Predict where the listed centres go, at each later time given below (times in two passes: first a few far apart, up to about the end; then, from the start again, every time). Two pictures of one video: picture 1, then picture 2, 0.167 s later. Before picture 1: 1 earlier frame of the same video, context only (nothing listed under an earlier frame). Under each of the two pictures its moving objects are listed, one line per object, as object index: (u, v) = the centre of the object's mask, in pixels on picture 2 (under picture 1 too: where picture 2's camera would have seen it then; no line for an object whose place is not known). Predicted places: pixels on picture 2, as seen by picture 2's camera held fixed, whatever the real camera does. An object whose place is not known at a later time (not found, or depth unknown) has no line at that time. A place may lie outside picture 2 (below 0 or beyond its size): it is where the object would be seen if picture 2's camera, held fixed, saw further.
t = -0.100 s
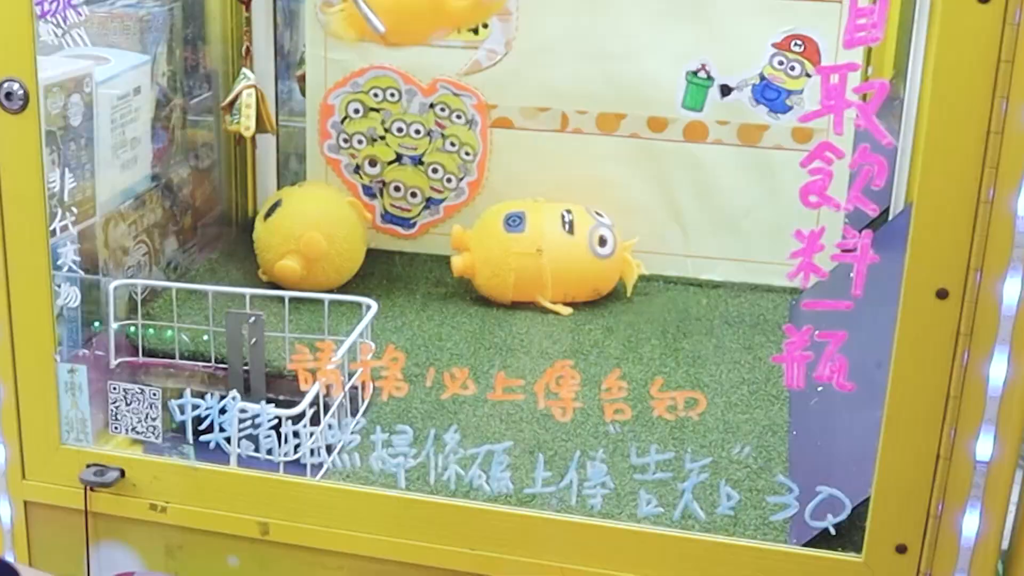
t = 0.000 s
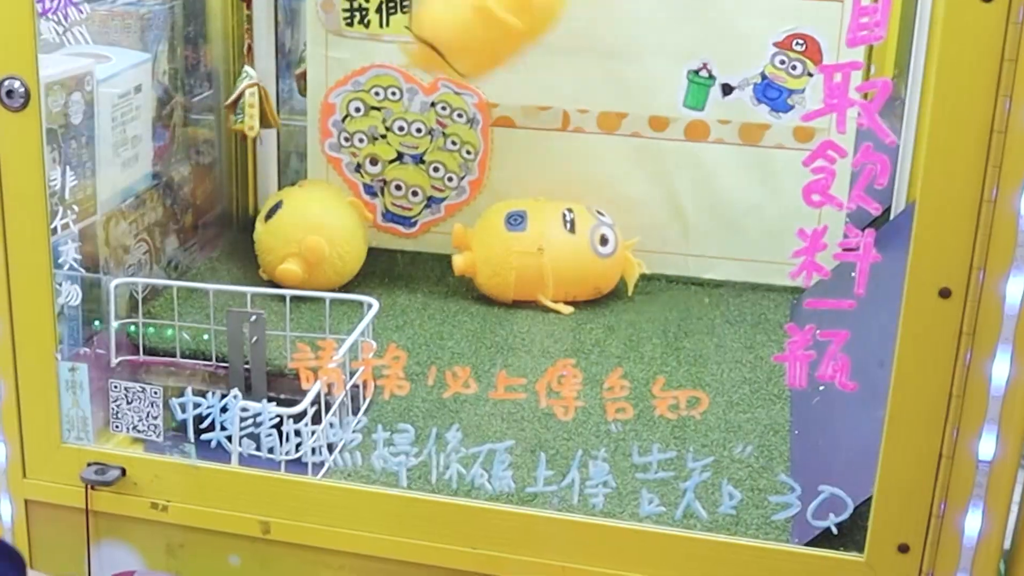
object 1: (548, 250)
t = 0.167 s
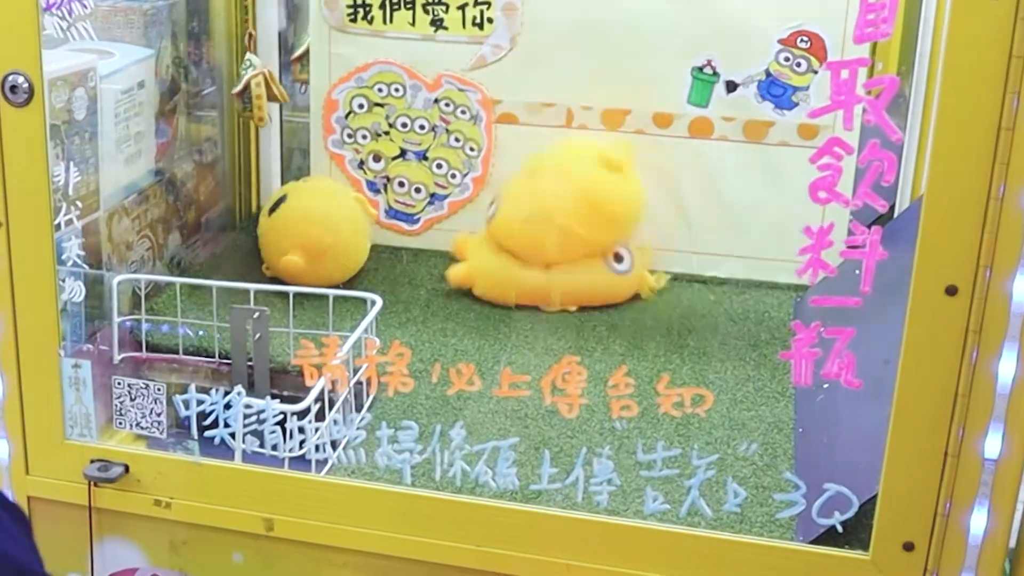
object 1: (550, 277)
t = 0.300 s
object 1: (530, 237)
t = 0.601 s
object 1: (545, 246)
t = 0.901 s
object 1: (553, 254)
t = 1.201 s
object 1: (546, 248)
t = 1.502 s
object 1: (522, 247)
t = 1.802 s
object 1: (517, 231)
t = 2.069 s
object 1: (533, 243)
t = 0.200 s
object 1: (540, 269)
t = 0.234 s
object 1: (533, 250)
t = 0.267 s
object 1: (531, 239)
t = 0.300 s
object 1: (530, 237)
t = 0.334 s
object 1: (525, 240)
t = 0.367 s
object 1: (520, 243)
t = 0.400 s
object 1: (521, 242)
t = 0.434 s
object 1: (527, 239)
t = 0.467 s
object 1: (534, 239)
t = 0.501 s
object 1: (538, 241)
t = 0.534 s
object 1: (542, 243)
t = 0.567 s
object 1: (544, 244)
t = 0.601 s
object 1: (545, 246)
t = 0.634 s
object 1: (547, 248)
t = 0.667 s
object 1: (549, 249)
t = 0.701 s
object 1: (550, 250)
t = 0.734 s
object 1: (551, 251)
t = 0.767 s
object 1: (551, 252)
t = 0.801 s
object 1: (552, 253)
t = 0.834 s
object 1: (553, 253)
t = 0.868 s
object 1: (553, 254)
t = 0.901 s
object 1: (553, 254)
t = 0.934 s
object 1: (554, 254)
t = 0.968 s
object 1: (553, 253)
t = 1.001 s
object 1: (553, 253)
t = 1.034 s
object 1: (553, 252)
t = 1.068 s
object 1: (552, 251)
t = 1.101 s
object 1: (551, 251)
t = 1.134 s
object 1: (549, 249)
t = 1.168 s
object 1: (548, 249)
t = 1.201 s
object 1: (546, 248)
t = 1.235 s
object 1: (544, 247)
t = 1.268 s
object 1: (540, 247)
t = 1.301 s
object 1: (534, 247)
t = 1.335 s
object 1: (528, 249)
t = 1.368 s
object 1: (525, 251)
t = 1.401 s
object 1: (525, 250)
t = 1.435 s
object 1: (522, 248)
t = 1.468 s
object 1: (521, 248)
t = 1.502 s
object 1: (522, 247)
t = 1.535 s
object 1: (521, 245)
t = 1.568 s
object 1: (518, 243)
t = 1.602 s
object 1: (514, 243)
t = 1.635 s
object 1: (511, 240)
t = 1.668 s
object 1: (516, 234)
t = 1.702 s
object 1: (526, 233)
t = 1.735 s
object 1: (525, 232)
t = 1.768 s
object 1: (520, 231)
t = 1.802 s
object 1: (517, 231)
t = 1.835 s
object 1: (518, 232)
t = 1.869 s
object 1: (524, 233)
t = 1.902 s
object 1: (527, 234)
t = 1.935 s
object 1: (528, 236)
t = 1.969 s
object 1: (528, 237)
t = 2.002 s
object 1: (530, 240)
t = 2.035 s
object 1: (532, 241)
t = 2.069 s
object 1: (533, 243)
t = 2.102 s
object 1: (533, 244)
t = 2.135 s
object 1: (532, 244)
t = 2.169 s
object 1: (534, 244)
